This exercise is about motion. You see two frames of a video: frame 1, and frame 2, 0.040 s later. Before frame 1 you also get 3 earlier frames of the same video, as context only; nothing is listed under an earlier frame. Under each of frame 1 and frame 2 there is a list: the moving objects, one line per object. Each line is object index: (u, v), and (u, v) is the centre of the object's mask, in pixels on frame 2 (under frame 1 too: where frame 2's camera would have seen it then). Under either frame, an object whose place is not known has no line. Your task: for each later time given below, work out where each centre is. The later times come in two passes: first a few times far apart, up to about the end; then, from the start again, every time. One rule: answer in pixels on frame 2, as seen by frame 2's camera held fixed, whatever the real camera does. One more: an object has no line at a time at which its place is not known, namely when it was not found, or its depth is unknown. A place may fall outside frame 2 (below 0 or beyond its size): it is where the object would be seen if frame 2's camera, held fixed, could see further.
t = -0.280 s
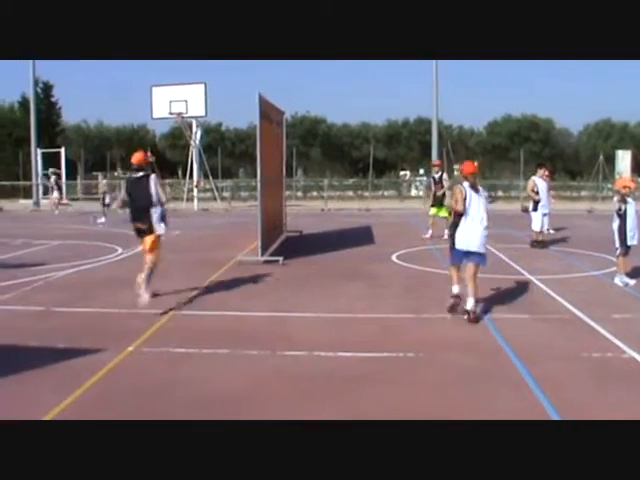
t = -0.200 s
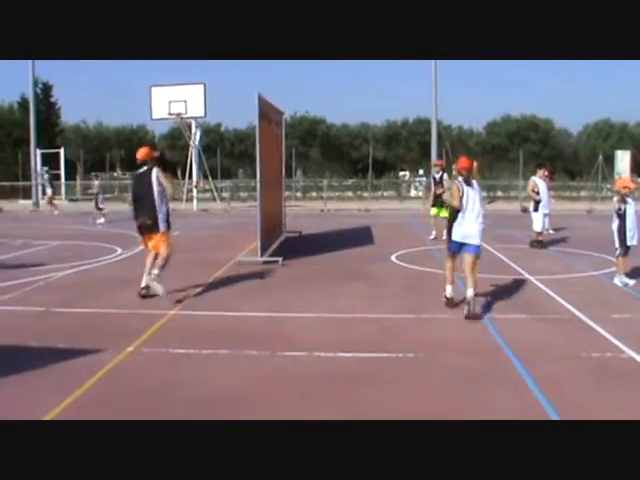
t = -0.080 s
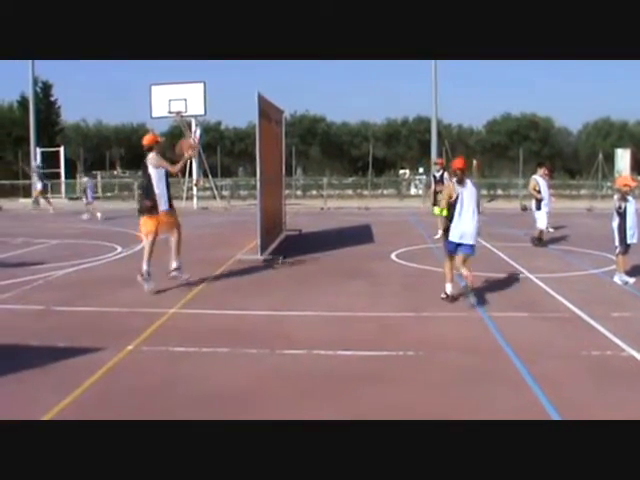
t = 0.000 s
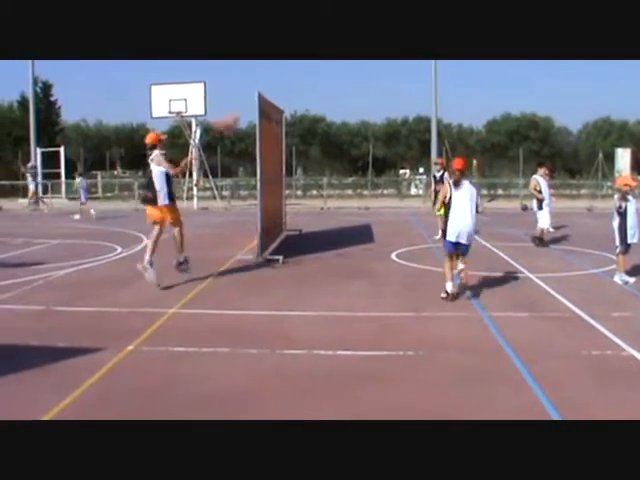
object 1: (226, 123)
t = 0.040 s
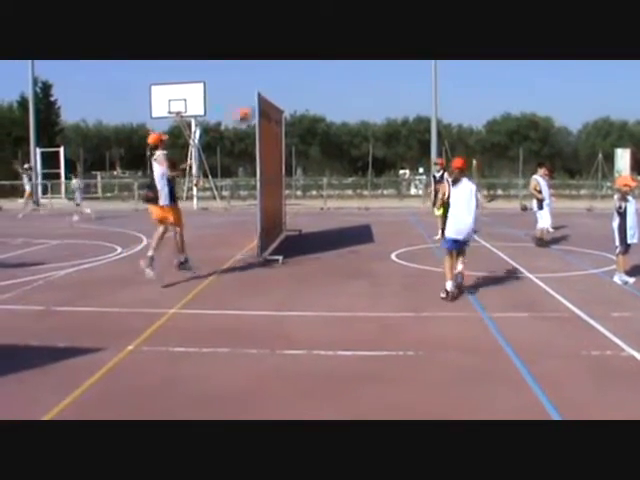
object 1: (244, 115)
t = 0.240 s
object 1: (318, 96)
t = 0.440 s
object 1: (379, 105)
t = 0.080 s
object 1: (262, 107)
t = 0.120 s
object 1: (276, 102)
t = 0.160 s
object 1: (290, 99)
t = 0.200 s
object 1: (305, 96)
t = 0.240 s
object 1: (318, 96)
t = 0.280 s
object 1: (331, 95)
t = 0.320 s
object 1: (344, 96)
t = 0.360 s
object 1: (356, 98)
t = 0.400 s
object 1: (367, 101)
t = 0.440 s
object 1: (379, 105)
